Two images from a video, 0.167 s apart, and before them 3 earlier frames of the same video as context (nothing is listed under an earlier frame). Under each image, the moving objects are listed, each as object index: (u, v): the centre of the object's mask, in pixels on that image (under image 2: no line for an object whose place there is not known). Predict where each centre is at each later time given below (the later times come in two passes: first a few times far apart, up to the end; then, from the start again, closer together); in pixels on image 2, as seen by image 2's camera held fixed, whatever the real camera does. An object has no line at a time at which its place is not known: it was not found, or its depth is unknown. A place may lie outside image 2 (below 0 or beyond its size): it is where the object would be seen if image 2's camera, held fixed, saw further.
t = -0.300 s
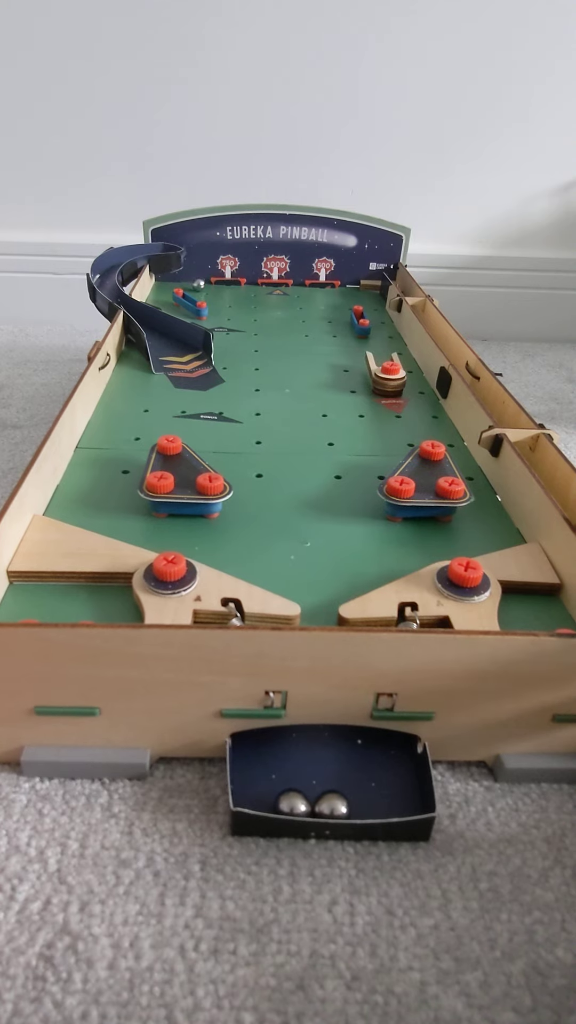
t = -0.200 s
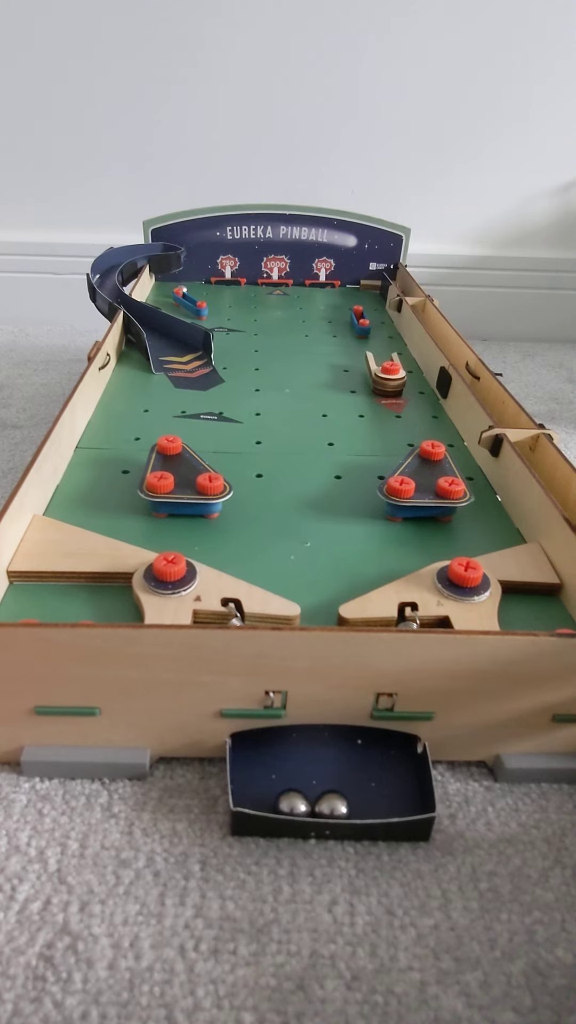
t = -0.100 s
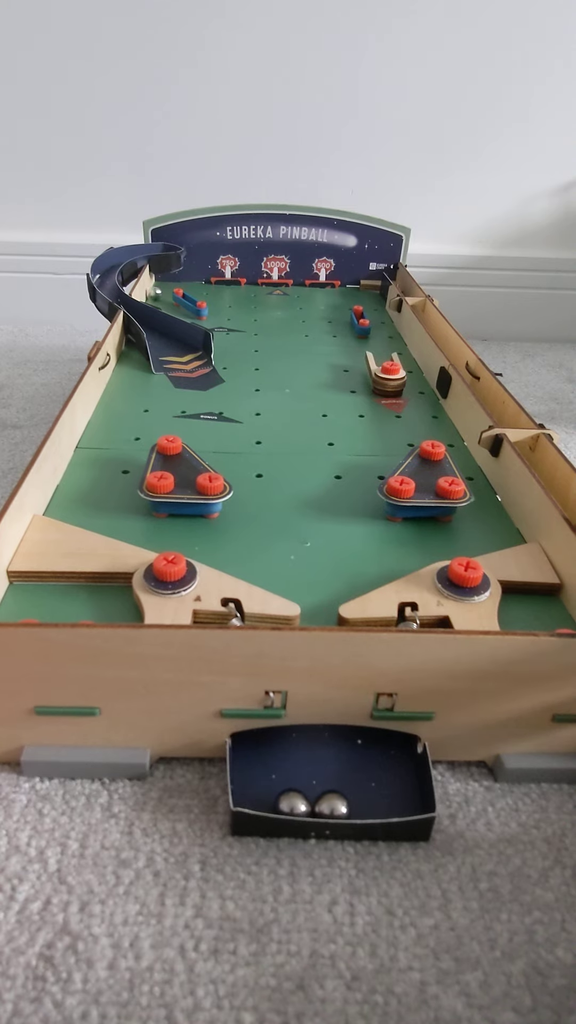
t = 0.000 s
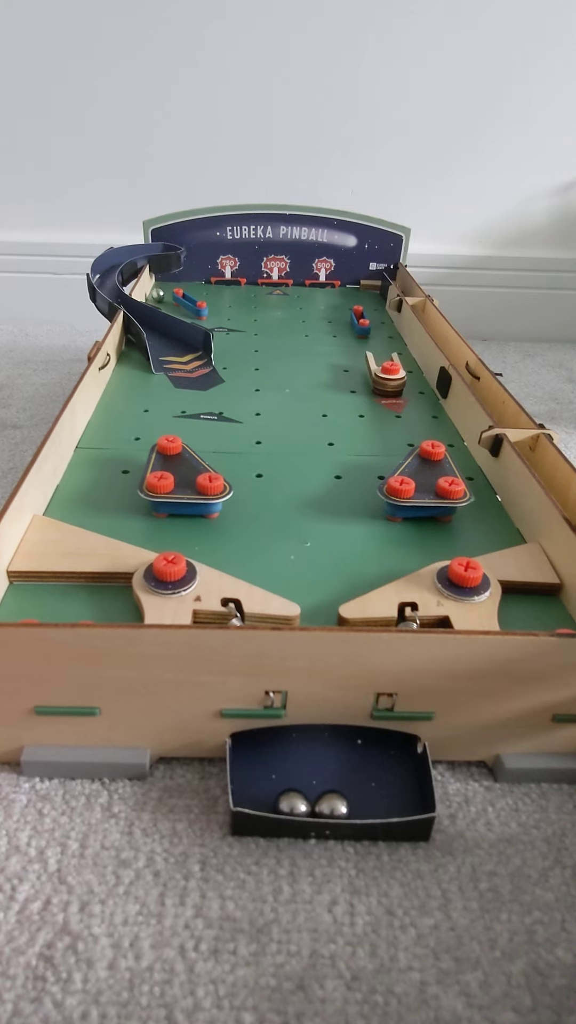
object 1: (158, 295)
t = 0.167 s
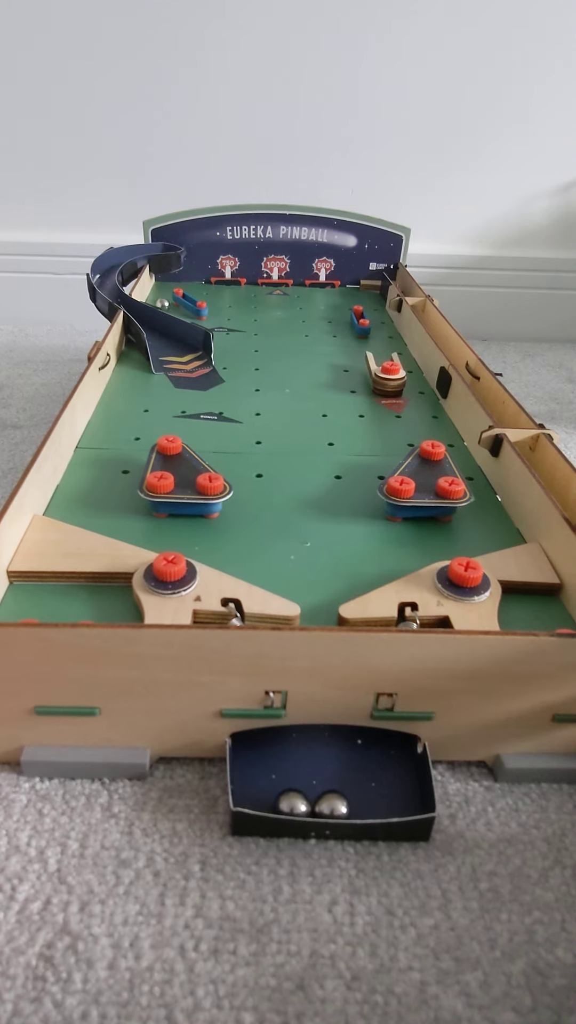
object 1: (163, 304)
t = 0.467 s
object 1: (217, 337)
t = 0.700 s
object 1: (299, 387)
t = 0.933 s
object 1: (363, 474)
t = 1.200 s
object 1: (268, 462)
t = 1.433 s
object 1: (328, 445)
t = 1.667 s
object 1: (391, 468)
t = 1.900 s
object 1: (300, 506)
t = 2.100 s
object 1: (225, 561)
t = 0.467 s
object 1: (217, 337)
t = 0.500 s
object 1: (225, 343)
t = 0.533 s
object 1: (236, 348)
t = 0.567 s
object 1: (247, 354)
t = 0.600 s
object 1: (259, 361)
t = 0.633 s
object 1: (272, 368)
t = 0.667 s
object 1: (285, 378)
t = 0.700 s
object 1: (299, 387)
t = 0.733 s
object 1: (314, 398)
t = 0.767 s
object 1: (329, 409)
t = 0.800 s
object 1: (346, 424)
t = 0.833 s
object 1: (364, 440)
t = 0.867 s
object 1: (385, 459)
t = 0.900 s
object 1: (391, 468)
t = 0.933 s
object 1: (363, 474)
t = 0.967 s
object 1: (332, 477)
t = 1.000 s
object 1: (301, 480)
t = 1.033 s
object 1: (270, 484)
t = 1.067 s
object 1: (241, 489)
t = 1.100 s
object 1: (234, 482)
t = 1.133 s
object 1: (247, 476)
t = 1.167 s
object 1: (258, 468)
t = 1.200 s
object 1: (268, 462)
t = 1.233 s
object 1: (276, 457)
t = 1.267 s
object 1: (285, 453)
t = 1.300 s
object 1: (294, 450)
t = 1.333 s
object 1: (302, 447)
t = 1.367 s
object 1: (311, 446)
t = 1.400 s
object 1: (320, 445)
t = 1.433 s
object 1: (328, 445)
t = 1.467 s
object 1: (337, 447)
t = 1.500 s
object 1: (346, 449)
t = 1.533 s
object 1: (355, 452)
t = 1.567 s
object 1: (365, 456)
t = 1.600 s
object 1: (375, 461)
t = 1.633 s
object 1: (384, 466)
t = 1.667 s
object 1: (391, 468)
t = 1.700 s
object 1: (382, 473)
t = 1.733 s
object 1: (371, 478)
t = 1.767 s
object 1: (357, 482)
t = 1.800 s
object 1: (343, 486)
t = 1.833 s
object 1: (329, 491)
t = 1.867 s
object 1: (315, 498)
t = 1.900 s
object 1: (300, 506)
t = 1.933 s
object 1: (285, 515)
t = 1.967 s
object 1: (270, 526)
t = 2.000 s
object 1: (254, 538)
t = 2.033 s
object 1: (237, 553)
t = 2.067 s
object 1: (225, 562)
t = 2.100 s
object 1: (225, 561)
